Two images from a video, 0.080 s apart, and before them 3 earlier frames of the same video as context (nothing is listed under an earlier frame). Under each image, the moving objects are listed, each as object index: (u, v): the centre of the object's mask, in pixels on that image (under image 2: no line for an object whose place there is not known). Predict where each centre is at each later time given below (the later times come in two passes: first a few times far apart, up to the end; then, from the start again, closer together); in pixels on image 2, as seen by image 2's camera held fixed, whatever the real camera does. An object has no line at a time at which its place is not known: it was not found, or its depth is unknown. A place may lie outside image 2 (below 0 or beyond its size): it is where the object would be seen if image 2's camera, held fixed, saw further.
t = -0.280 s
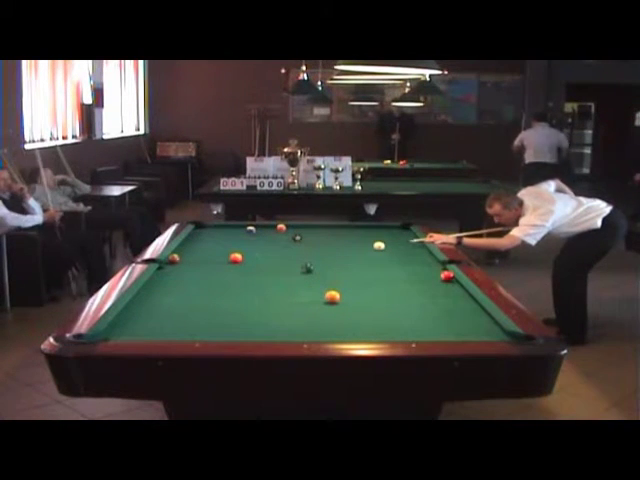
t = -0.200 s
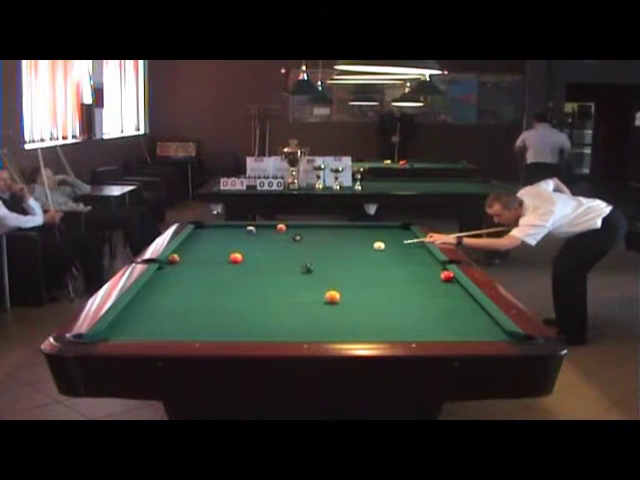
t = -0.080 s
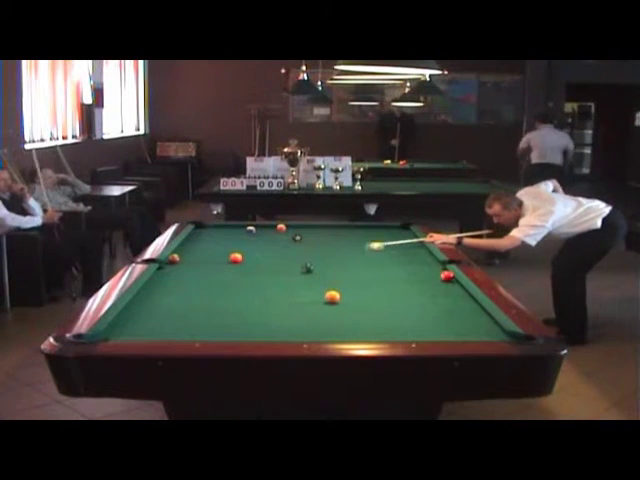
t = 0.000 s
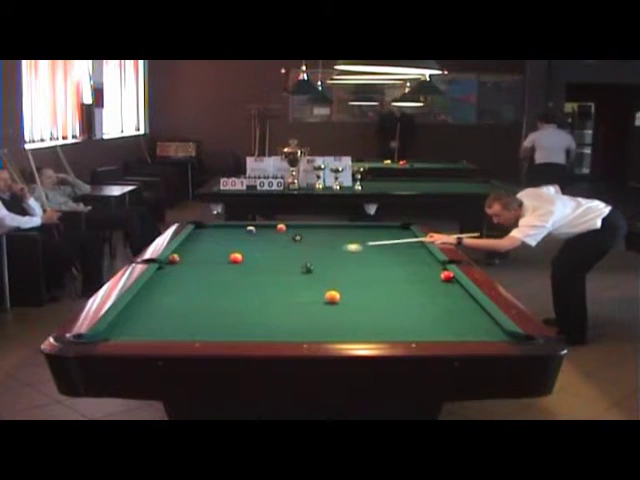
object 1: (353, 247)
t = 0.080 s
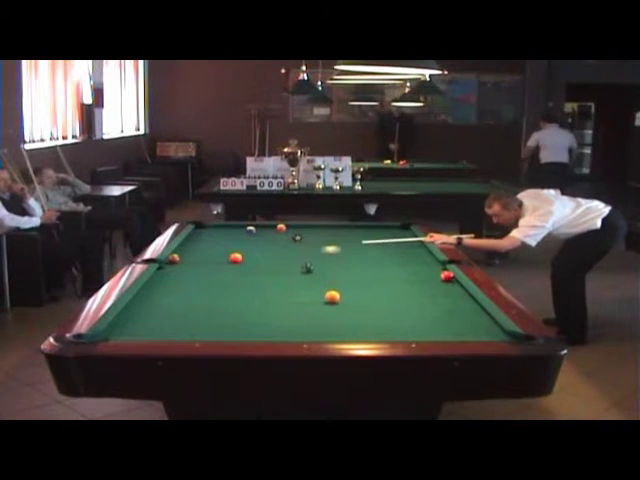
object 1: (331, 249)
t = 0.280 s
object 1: (273, 254)
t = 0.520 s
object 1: (240, 258)
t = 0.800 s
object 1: (221, 261)
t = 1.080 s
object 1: (204, 263)
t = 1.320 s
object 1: (189, 266)
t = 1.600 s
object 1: (173, 268)
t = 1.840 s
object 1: (162, 270)
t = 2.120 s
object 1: (167, 271)
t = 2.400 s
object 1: (172, 272)
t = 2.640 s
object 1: (175, 273)
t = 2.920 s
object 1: (178, 274)
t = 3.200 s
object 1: (180, 274)
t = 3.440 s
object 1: (180, 274)
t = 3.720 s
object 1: (180, 274)
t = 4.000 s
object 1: (179, 274)
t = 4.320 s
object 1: (180, 274)
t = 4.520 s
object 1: (180, 274)
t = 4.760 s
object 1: (180, 274)
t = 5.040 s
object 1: (180, 274)
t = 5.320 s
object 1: (180, 274)
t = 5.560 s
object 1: (179, 274)
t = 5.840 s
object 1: (179, 274)
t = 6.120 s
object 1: (179, 274)
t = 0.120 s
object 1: (320, 250)
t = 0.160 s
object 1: (308, 251)
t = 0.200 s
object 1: (296, 252)
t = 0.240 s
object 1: (284, 253)
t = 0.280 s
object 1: (273, 254)
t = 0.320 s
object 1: (261, 255)
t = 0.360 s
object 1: (250, 256)
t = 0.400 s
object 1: (247, 257)
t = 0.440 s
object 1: (245, 257)
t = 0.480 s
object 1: (243, 258)
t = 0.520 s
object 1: (240, 258)
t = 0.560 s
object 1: (237, 259)
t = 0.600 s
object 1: (235, 259)
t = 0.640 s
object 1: (232, 260)
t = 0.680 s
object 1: (229, 260)
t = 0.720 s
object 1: (227, 260)
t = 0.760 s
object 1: (224, 261)
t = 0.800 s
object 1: (221, 261)
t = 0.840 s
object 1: (219, 261)
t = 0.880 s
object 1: (216, 262)
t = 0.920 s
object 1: (214, 262)
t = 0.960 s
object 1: (211, 262)
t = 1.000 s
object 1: (209, 263)
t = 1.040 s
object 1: (207, 263)
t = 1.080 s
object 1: (204, 263)
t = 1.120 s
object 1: (201, 264)
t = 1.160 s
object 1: (199, 264)
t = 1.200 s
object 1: (196, 265)
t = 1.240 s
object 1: (194, 265)
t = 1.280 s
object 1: (192, 265)
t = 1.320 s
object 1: (189, 266)
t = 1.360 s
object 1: (187, 266)
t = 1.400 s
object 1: (185, 266)
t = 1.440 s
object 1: (182, 267)
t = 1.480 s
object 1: (180, 267)
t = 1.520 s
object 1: (178, 267)
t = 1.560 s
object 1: (175, 268)
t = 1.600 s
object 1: (173, 268)
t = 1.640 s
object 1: (171, 268)
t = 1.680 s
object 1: (169, 269)
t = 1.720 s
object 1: (167, 269)
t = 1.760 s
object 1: (165, 269)
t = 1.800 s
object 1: (164, 270)
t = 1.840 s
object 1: (162, 270)
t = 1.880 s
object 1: (162, 270)
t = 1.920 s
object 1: (163, 270)
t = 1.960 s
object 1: (164, 270)
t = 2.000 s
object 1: (165, 270)
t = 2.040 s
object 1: (165, 271)
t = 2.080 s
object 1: (166, 271)
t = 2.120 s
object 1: (167, 271)
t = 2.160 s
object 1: (168, 271)
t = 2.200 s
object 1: (168, 271)
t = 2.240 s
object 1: (169, 271)
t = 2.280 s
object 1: (170, 272)
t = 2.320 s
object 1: (170, 272)
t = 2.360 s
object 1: (171, 272)
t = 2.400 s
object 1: (172, 272)
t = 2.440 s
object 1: (173, 272)
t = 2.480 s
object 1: (173, 272)
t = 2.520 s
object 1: (174, 273)
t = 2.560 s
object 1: (174, 273)
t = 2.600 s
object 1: (175, 273)
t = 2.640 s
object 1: (175, 273)
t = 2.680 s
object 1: (176, 273)
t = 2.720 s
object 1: (176, 273)
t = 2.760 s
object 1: (177, 273)
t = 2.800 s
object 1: (177, 273)
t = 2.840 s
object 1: (178, 274)
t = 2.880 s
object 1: (178, 274)
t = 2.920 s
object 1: (178, 274)
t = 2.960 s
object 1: (179, 274)
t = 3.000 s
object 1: (179, 274)
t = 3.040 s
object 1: (179, 274)
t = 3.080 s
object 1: (179, 274)
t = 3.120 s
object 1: (180, 274)
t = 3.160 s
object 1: (180, 274)
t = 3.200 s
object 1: (180, 274)
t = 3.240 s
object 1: (180, 274)
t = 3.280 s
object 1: (180, 274)
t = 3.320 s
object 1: (180, 274)
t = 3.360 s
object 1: (180, 274)
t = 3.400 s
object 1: (180, 274)
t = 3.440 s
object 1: (180, 274)
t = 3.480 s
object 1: (180, 274)
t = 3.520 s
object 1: (180, 274)
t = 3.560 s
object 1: (180, 274)
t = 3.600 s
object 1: (180, 274)
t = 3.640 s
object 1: (180, 274)
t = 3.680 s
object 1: (180, 274)
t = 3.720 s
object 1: (180, 274)
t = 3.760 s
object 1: (180, 274)
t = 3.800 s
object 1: (180, 274)
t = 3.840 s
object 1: (180, 274)
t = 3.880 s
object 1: (180, 274)
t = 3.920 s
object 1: (180, 274)
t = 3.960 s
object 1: (180, 274)
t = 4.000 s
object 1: (179, 274)
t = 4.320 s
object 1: (180, 274)
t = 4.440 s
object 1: (180, 274)
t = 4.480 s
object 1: (180, 274)
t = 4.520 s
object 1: (180, 274)
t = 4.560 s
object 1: (180, 274)
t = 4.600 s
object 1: (180, 274)
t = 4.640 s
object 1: (180, 274)
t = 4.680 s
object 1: (180, 274)
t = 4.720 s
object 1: (180, 274)
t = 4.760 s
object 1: (180, 274)
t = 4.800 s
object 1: (180, 274)
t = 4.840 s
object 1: (180, 274)
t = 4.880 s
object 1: (180, 274)
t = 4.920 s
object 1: (180, 274)
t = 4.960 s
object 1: (180, 274)
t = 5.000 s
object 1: (180, 274)
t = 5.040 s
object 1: (180, 274)
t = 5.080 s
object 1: (180, 274)
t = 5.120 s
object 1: (180, 274)
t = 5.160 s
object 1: (180, 274)
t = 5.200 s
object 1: (180, 274)
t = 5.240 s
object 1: (180, 274)
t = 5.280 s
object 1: (180, 274)
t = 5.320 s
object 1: (180, 274)
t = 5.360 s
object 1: (180, 274)
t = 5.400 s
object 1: (179, 274)
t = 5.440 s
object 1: (179, 274)
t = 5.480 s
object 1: (179, 274)
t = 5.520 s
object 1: (179, 274)
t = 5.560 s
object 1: (179, 274)
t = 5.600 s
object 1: (179, 274)
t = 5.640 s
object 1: (179, 274)
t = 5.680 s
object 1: (179, 274)
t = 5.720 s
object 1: (179, 274)
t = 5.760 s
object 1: (179, 274)
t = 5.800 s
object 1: (179, 274)
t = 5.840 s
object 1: (179, 274)
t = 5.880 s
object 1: (179, 274)
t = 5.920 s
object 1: (179, 274)
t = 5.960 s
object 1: (179, 274)
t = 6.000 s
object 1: (179, 274)
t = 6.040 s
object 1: (179, 274)
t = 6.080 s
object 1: (179, 274)
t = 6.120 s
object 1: (179, 274)
